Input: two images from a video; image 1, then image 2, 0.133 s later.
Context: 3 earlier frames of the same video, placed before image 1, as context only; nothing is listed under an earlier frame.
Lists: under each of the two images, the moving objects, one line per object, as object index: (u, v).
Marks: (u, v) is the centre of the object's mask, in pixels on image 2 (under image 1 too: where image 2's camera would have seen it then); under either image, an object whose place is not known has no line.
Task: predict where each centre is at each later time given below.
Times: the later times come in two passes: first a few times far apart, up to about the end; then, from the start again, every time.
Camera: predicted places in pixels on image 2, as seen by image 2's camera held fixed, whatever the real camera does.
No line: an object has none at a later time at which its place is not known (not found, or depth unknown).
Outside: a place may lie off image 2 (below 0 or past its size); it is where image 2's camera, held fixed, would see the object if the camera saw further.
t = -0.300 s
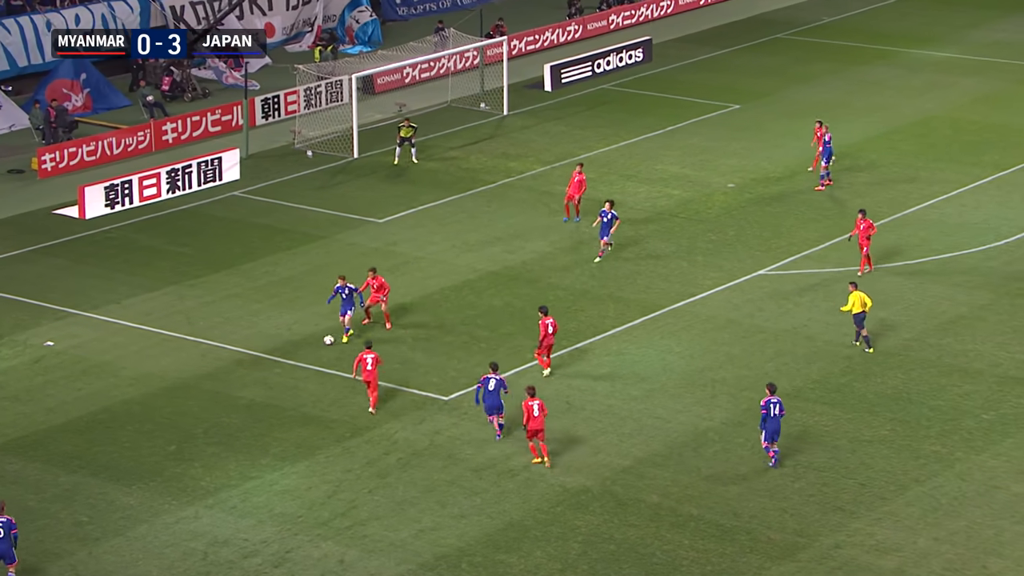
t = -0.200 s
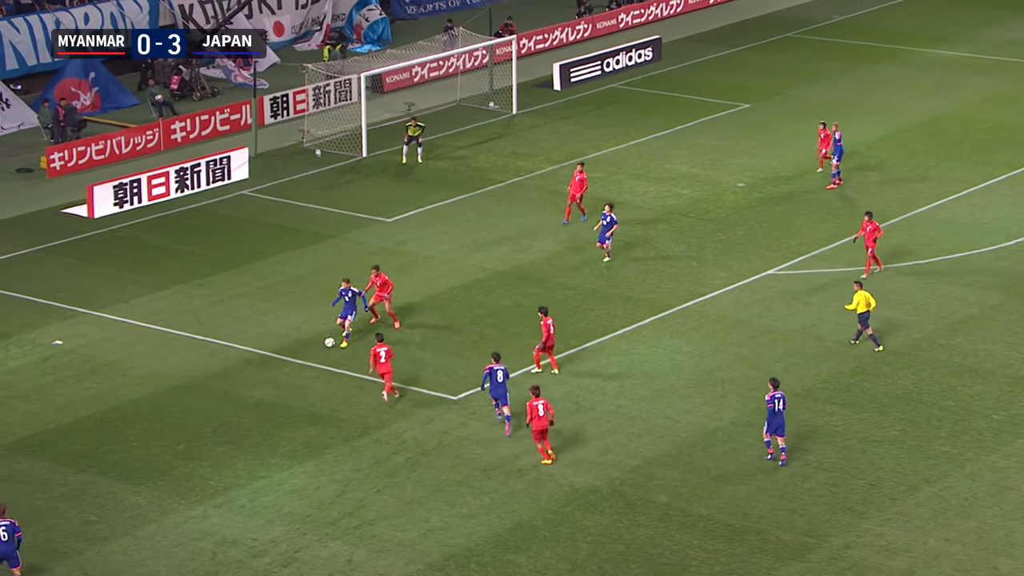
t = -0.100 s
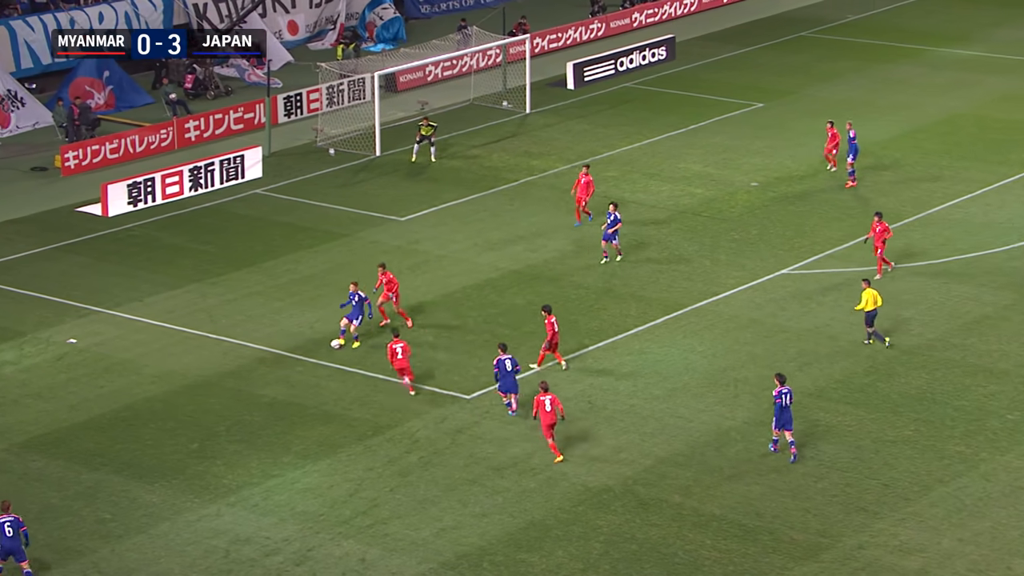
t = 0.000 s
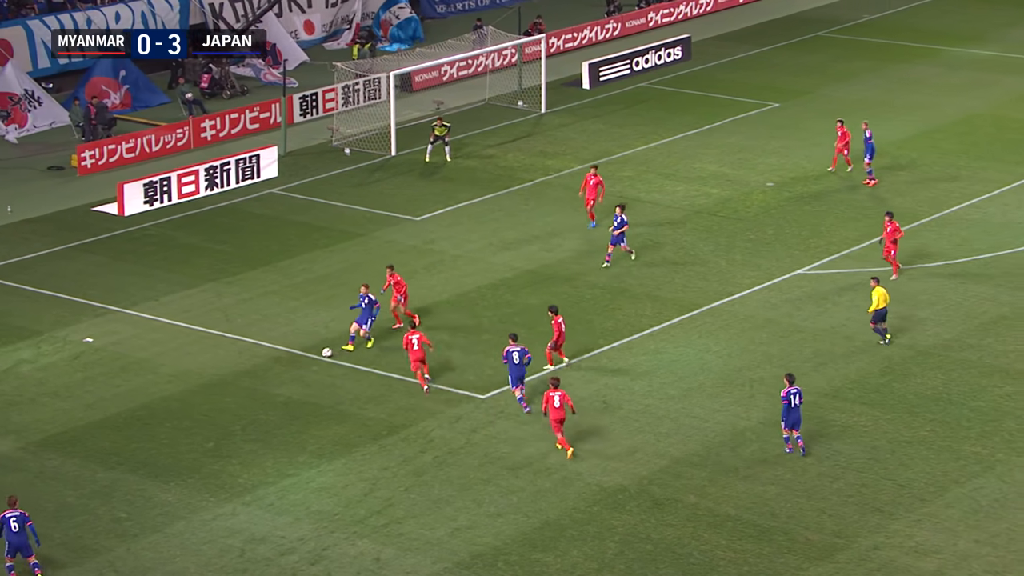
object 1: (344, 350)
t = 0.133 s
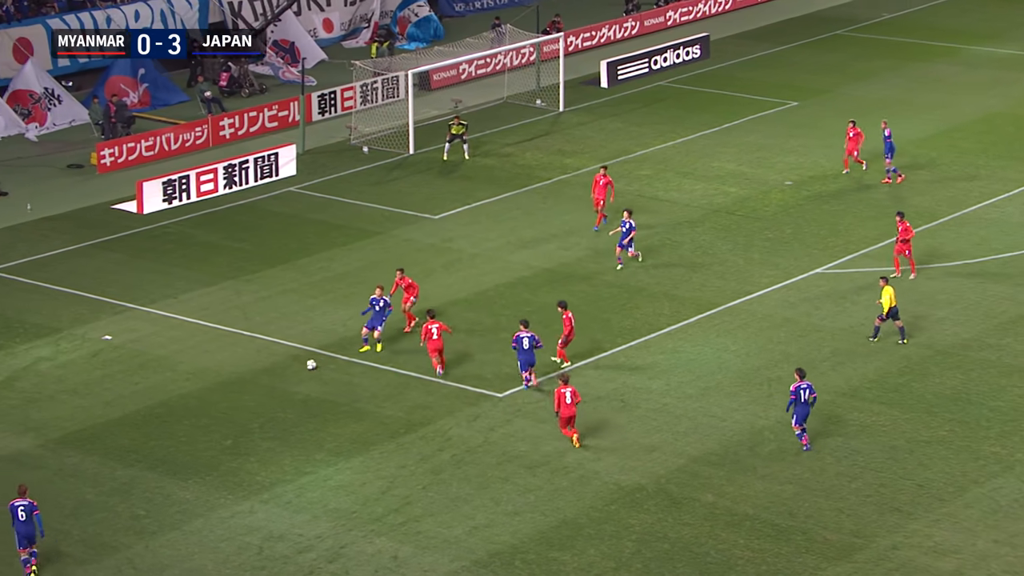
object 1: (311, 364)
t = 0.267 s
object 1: (278, 378)
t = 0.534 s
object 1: (219, 400)
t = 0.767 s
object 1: (175, 417)
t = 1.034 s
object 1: (131, 436)
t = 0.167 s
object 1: (302, 368)
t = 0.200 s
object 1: (294, 371)
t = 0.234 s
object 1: (286, 374)
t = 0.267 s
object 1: (278, 378)
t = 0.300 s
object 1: (270, 381)
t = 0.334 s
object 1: (262, 384)
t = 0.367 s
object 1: (255, 387)
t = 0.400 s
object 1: (247, 389)
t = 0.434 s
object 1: (240, 393)
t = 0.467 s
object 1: (232, 395)
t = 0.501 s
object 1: (226, 398)
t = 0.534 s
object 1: (219, 400)
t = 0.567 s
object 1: (212, 403)
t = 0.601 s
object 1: (206, 405)
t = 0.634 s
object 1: (199, 408)
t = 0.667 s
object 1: (193, 411)
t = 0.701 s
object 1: (186, 413)
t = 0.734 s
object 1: (180, 415)
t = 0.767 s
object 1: (175, 417)
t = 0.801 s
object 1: (168, 420)
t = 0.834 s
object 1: (163, 422)
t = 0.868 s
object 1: (158, 424)
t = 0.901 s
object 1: (152, 426)
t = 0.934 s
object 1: (146, 429)
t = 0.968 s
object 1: (141, 432)
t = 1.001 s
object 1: (136, 434)
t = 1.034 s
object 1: (131, 436)
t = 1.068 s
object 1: (125, 438)
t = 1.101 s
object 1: (119, 441)
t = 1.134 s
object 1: (114, 443)
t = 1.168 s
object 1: (109, 445)
